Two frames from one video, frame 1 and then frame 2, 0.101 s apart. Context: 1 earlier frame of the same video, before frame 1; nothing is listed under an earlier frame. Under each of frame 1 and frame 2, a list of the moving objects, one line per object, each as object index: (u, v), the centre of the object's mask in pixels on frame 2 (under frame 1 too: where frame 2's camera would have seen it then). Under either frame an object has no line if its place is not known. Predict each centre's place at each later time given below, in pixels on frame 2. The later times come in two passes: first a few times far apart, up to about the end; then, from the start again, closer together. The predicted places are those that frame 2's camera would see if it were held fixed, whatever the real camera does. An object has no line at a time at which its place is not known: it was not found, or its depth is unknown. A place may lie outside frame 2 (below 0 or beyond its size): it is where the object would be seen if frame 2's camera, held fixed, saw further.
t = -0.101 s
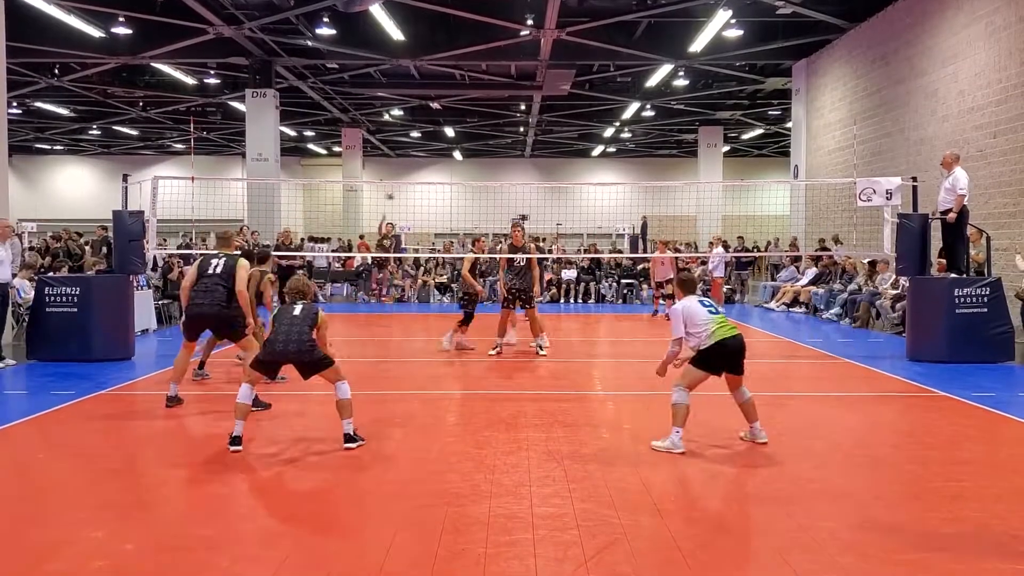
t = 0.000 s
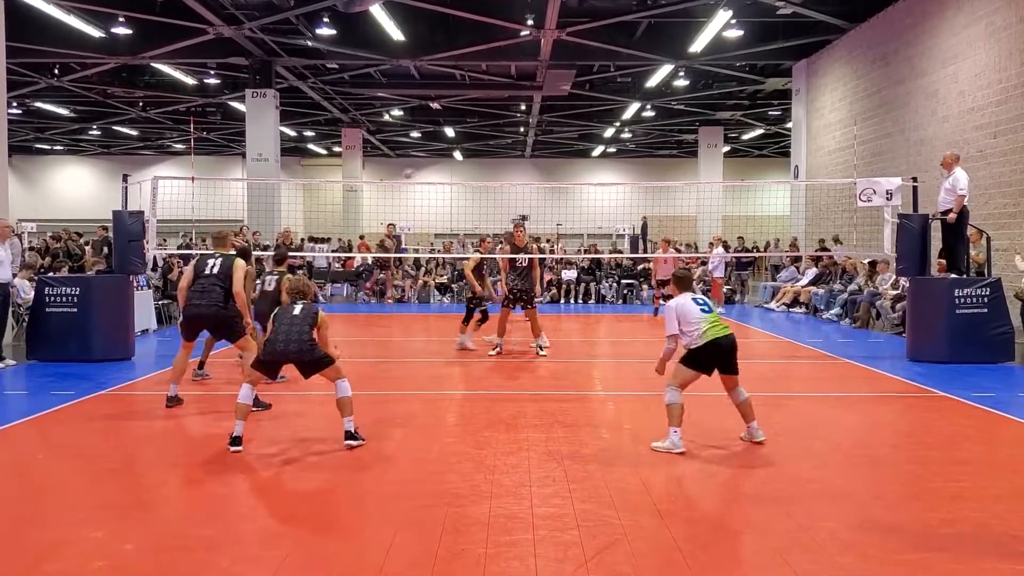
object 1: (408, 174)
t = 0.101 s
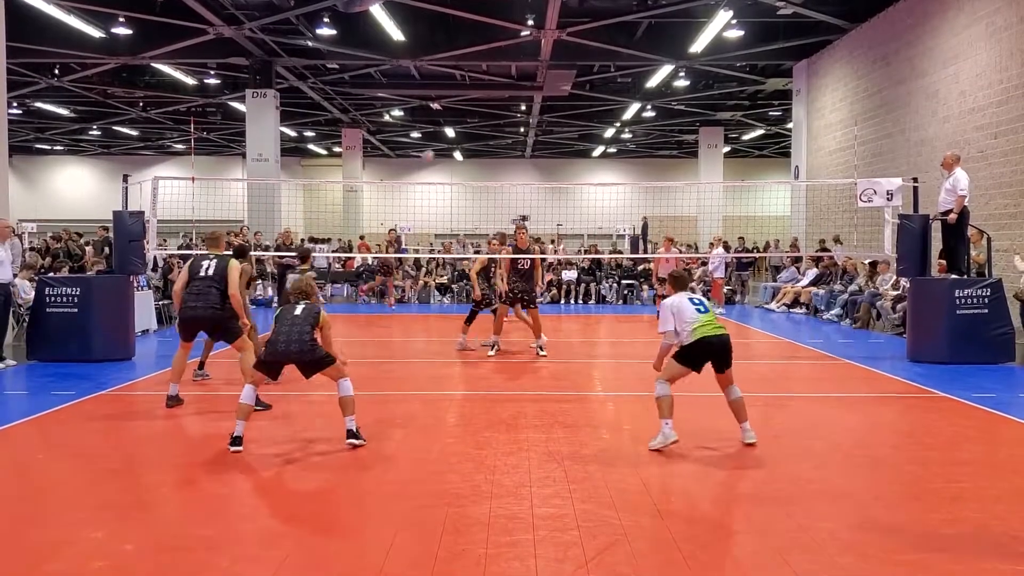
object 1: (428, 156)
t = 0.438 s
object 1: (518, 130)
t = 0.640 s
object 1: (588, 149)
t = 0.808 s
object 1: (664, 202)
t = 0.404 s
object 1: (508, 130)
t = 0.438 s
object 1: (518, 130)
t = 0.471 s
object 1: (529, 131)
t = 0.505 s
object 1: (540, 132)
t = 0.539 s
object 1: (552, 135)
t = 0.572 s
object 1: (564, 139)
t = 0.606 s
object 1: (577, 144)
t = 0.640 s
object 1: (588, 149)
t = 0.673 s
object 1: (605, 158)
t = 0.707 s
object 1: (616, 164)
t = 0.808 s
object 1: (664, 202)
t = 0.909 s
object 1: (716, 253)
